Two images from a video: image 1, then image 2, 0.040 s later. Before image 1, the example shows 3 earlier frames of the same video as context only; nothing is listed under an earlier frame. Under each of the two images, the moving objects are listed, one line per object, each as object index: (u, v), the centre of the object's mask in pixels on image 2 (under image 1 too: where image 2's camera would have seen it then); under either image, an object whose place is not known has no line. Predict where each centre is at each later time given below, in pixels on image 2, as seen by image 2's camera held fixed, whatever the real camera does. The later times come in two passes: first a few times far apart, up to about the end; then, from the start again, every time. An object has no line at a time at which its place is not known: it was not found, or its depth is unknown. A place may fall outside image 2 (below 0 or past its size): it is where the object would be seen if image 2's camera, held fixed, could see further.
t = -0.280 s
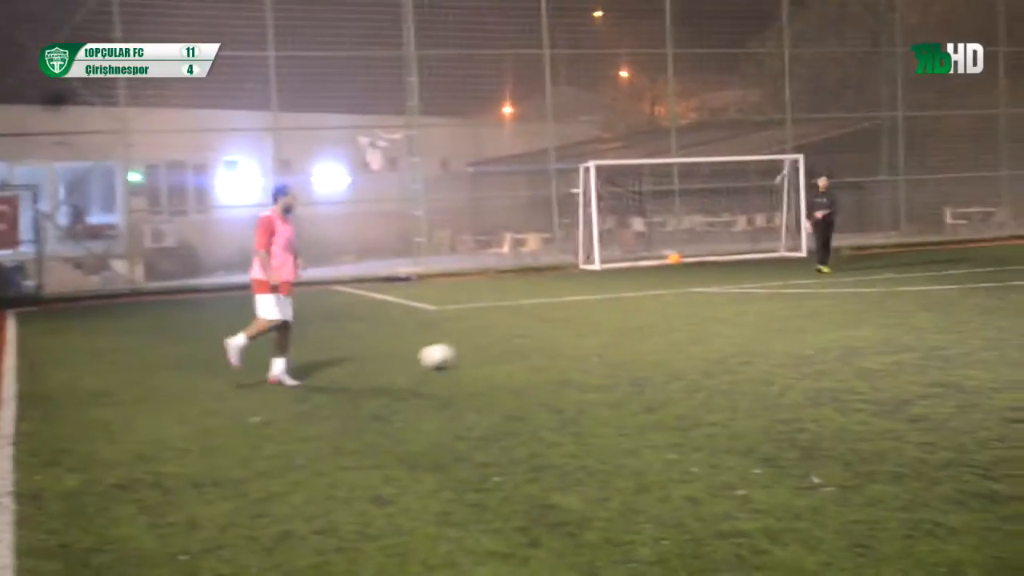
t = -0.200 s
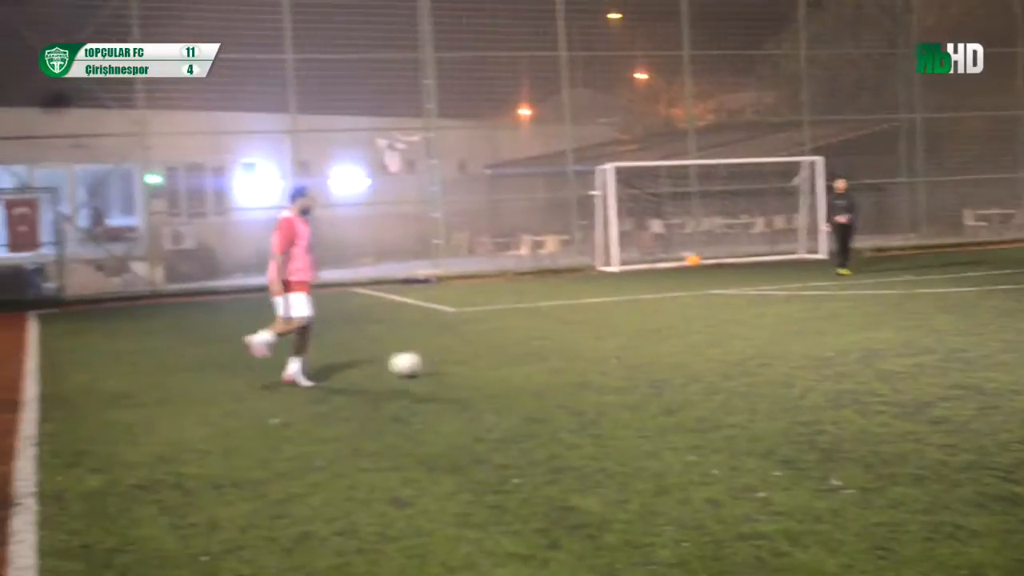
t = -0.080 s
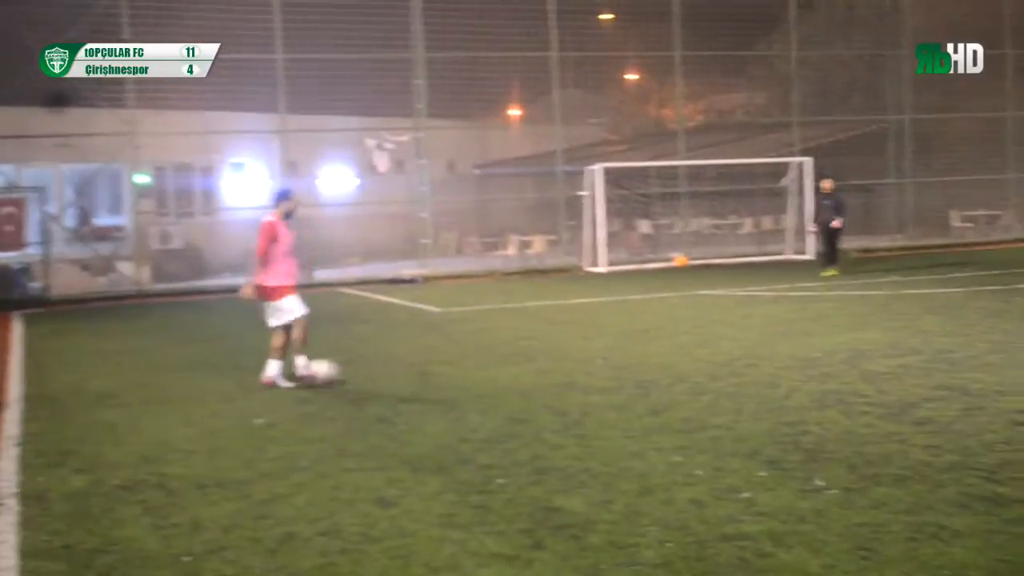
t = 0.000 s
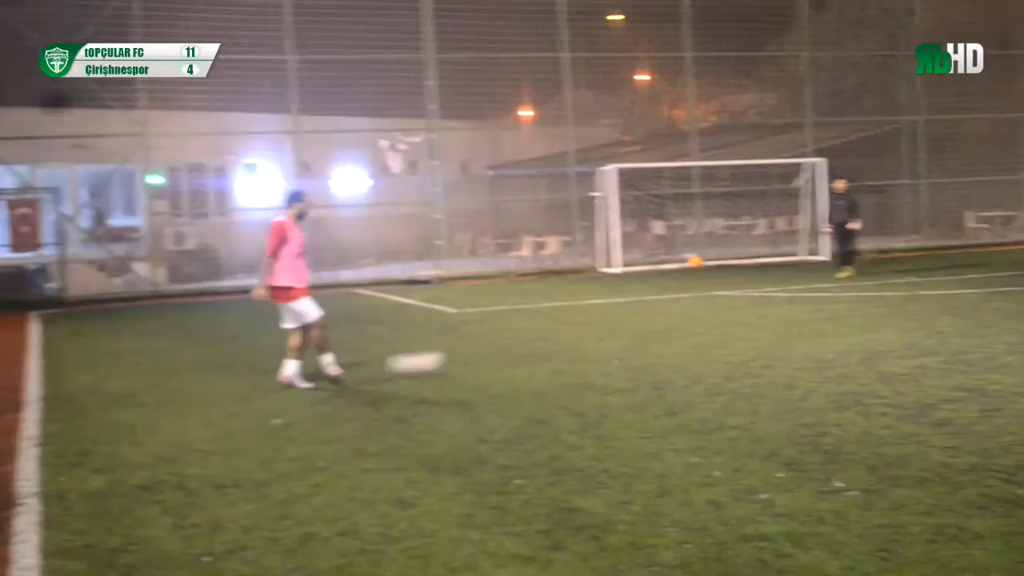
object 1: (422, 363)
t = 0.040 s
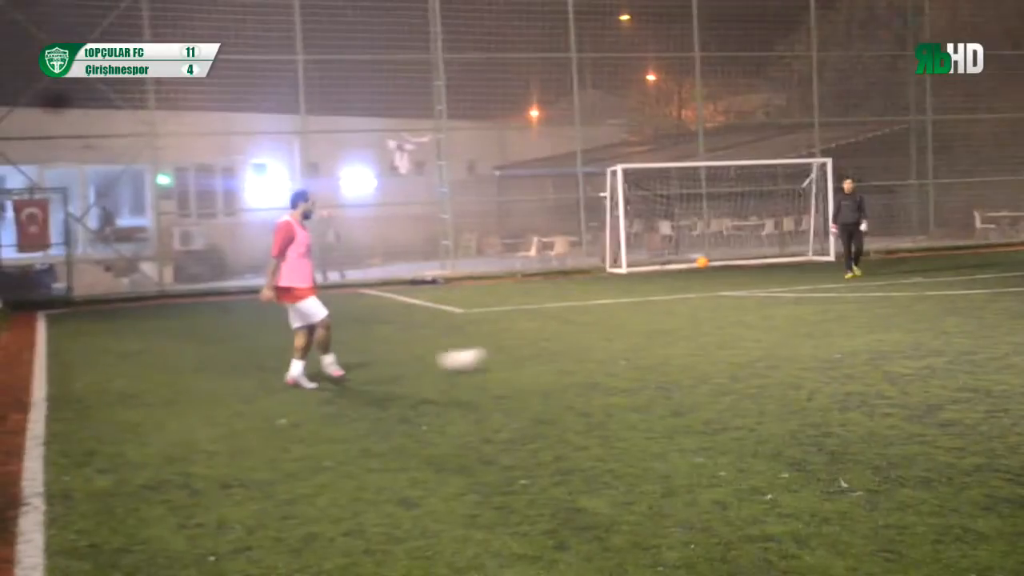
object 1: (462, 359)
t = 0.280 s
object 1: (656, 338)
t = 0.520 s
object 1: (795, 324)
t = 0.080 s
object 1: (499, 354)
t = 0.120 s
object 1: (533, 349)
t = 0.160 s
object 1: (566, 347)
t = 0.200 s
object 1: (597, 344)
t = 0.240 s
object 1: (629, 341)
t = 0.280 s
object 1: (656, 338)
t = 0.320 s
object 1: (683, 336)
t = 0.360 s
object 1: (708, 333)
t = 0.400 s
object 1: (732, 331)
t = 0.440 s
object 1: (754, 329)
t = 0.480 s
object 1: (776, 325)
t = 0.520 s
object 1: (795, 324)
